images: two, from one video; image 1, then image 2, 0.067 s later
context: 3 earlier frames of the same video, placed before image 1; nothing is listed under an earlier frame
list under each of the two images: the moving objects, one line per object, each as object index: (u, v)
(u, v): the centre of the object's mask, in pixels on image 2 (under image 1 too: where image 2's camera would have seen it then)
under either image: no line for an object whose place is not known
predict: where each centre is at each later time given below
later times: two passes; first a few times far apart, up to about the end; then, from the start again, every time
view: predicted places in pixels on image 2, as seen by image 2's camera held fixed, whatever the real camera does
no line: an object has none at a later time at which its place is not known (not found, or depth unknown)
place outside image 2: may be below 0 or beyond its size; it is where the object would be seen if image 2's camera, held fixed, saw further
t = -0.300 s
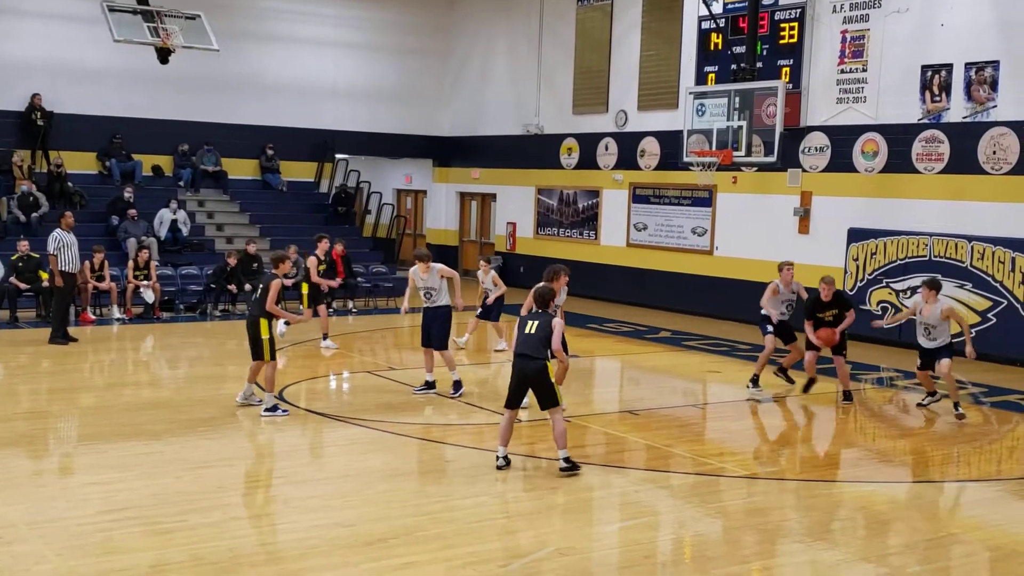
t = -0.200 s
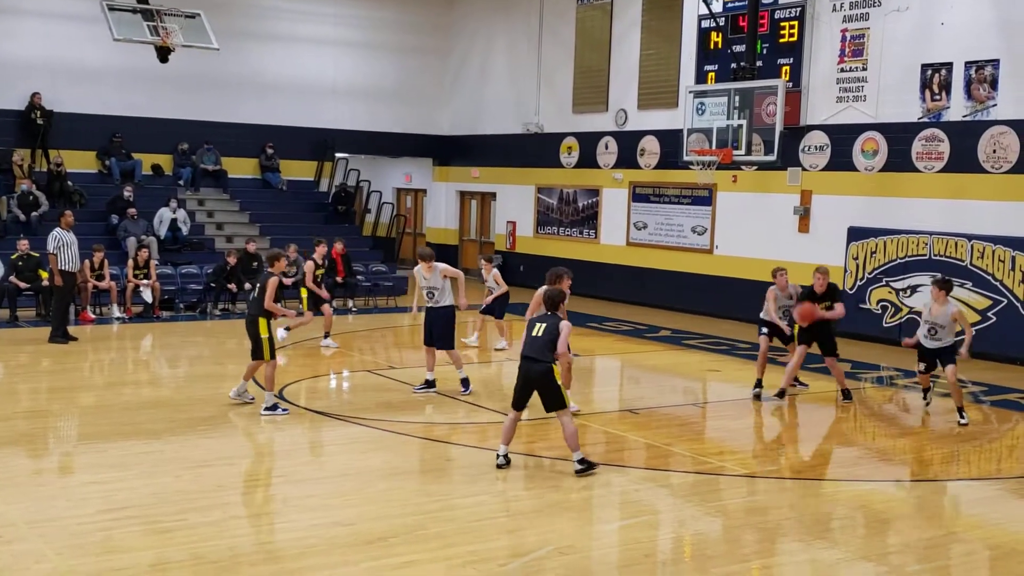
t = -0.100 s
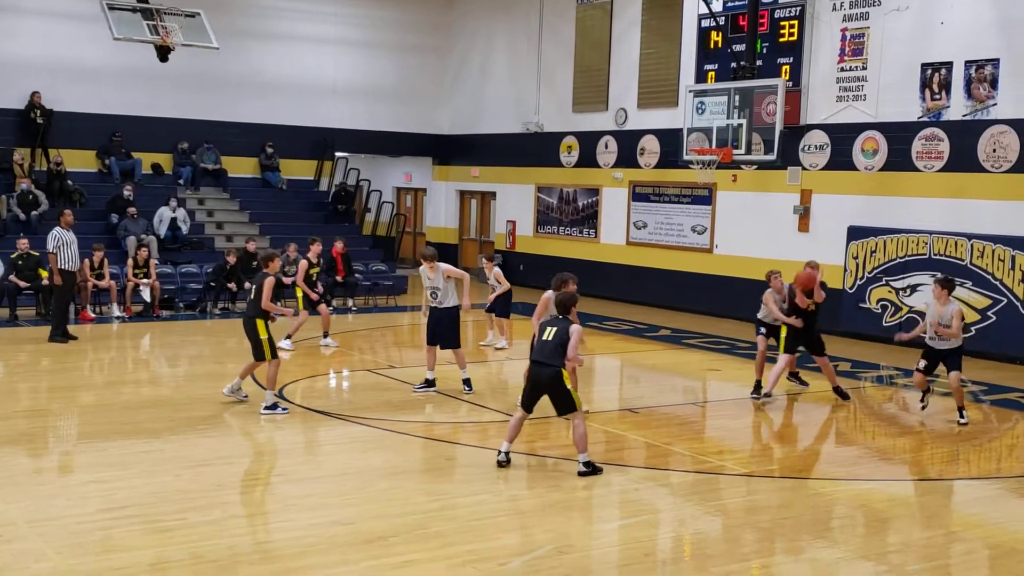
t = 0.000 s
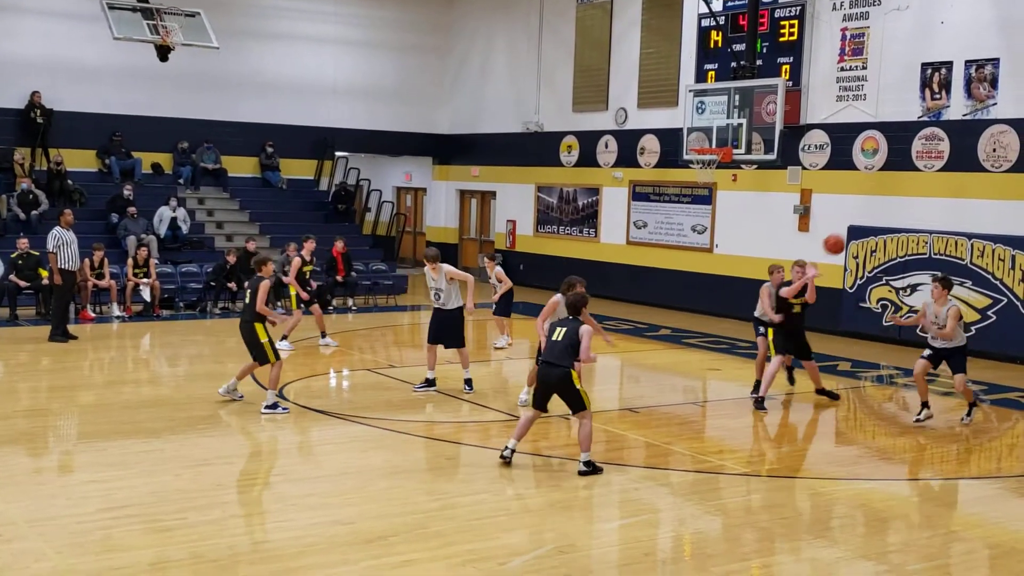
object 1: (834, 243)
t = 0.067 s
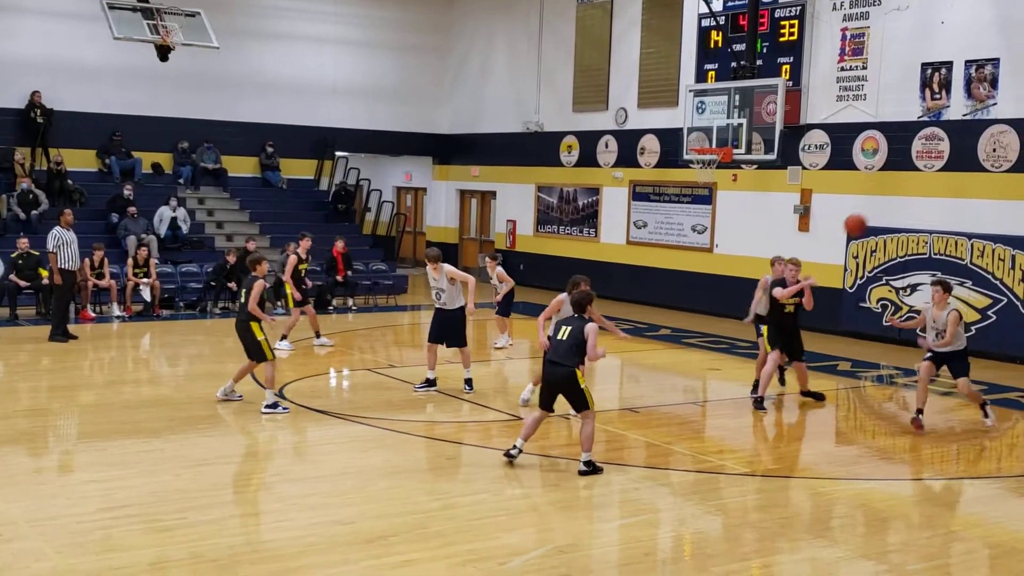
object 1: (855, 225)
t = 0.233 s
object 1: (909, 190)
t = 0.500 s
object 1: (1000, 188)
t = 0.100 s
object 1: (866, 216)
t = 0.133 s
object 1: (876, 208)
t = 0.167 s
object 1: (887, 201)
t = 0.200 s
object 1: (898, 195)
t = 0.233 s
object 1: (909, 190)
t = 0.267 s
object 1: (920, 187)
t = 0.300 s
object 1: (931, 184)
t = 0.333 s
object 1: (942, 182)
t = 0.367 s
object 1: (953, 181)
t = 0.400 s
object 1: (965, 181)
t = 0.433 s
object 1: (976, 182)
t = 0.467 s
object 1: (988, 185)
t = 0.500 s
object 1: (1000, 188)
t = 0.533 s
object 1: (1011, 193)
